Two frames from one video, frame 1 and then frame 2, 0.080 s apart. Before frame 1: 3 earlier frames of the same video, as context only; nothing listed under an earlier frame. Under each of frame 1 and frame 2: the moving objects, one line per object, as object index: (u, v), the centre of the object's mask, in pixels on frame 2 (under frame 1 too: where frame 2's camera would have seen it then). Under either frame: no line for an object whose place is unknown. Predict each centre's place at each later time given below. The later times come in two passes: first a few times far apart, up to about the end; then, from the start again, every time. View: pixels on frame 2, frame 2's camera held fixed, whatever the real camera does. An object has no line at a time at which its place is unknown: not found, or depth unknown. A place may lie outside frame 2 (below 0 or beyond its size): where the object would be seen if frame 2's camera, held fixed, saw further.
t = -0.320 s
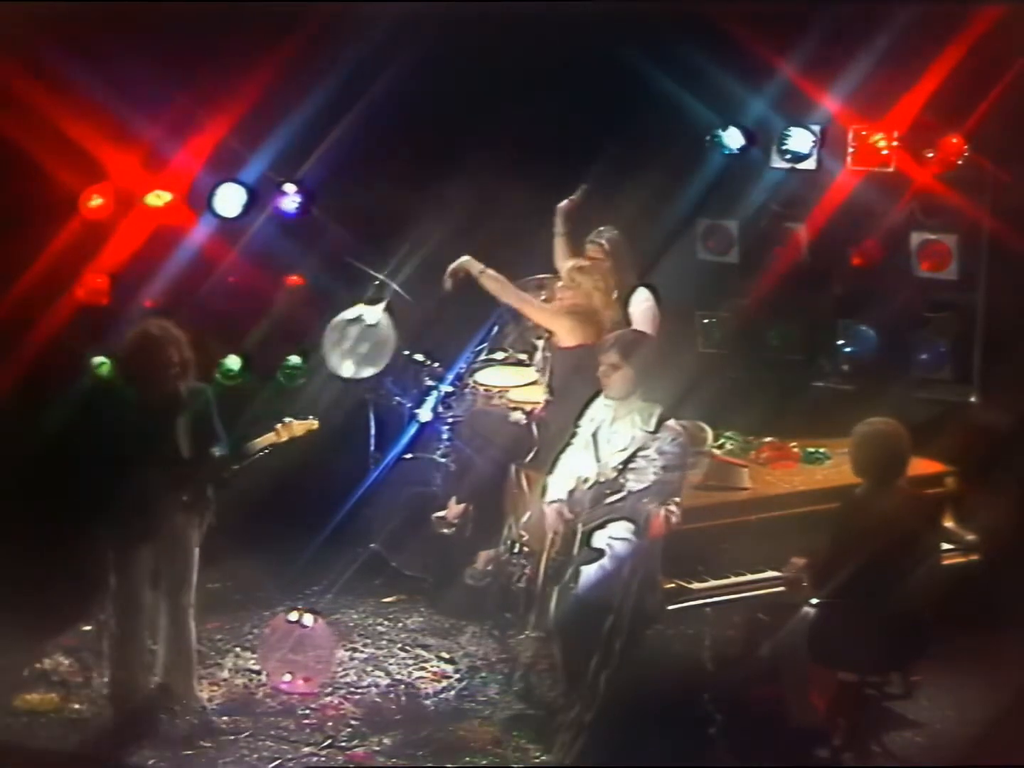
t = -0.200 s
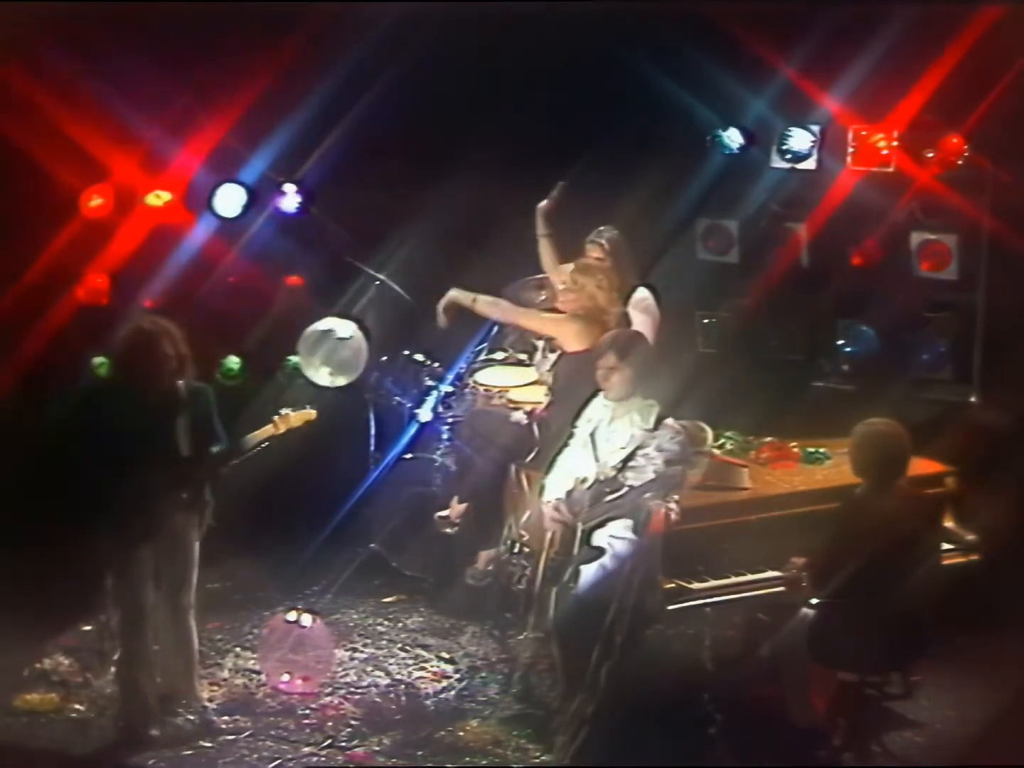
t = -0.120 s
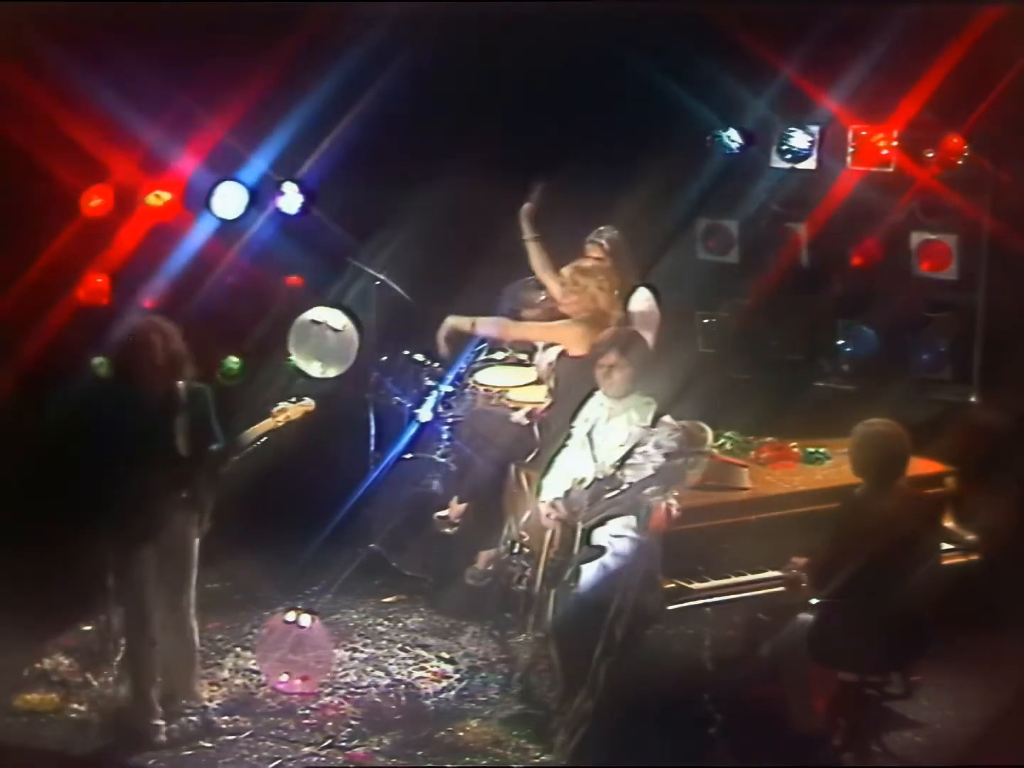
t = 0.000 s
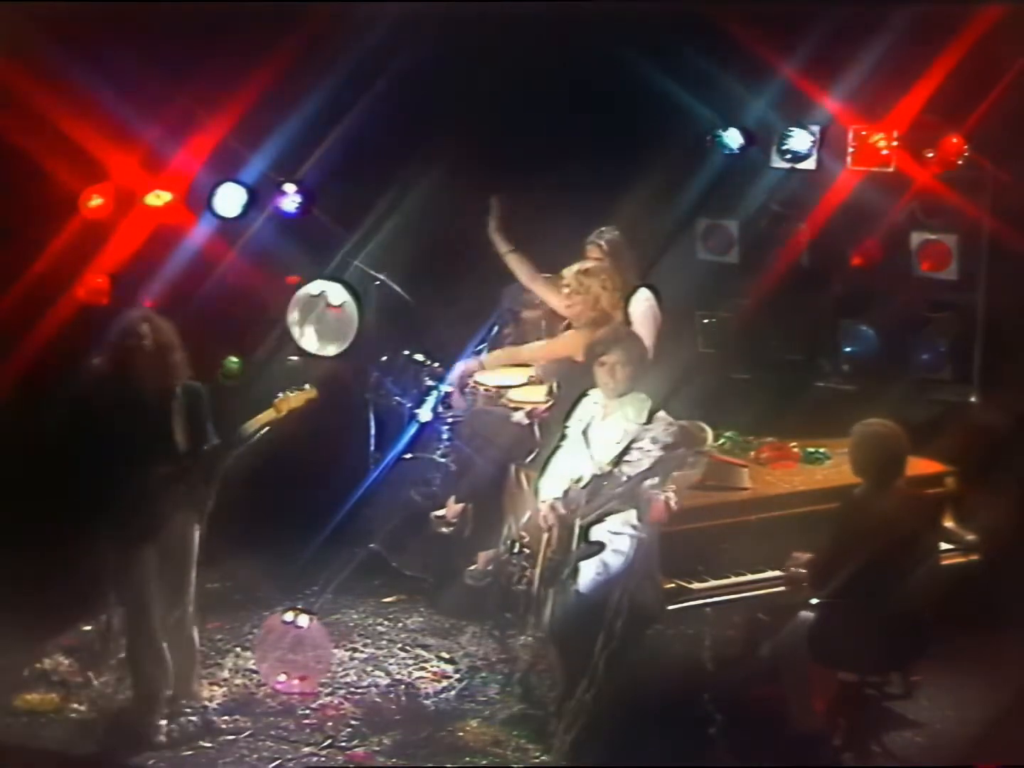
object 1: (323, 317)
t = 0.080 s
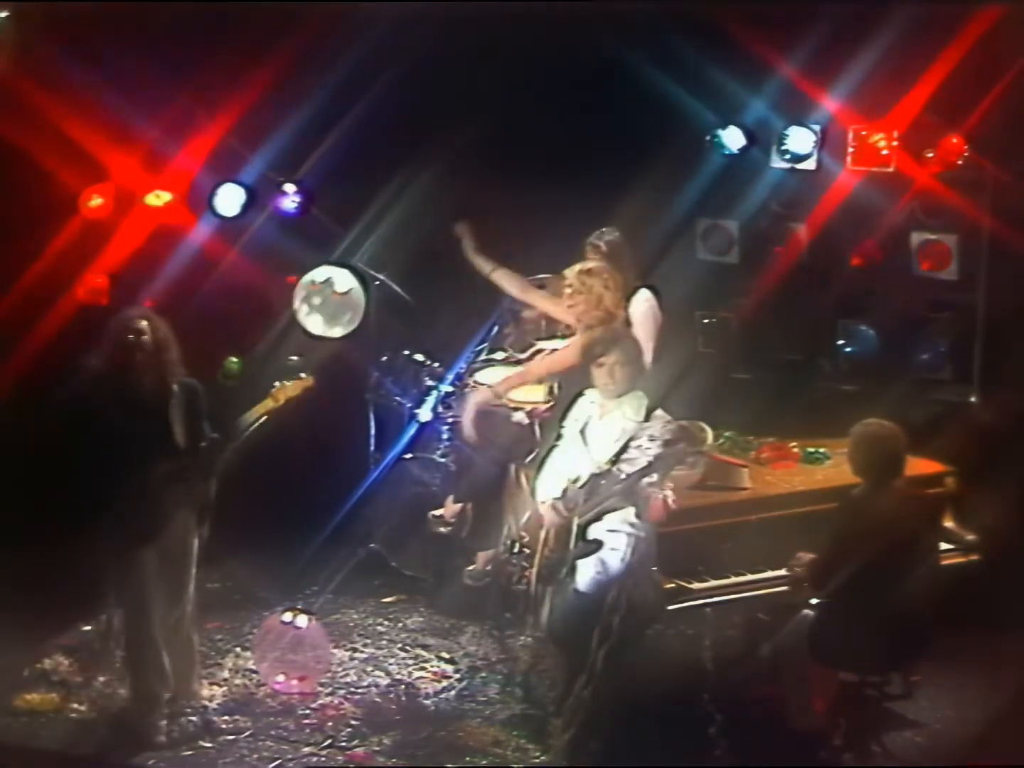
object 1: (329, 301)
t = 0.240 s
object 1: (349, 262)
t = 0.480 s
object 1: (418, 231)
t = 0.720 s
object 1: (482, 219)
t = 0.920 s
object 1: (512, 223)
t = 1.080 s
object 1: (520, 225)
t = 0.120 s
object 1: (333, 293)
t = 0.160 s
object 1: (338, 283)
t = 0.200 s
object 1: (343, 272)
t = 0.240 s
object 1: (349, 262)
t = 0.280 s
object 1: (358, 254)
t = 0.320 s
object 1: (369, 251)
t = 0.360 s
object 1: (382, 247)
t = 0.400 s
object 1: (394, 243)
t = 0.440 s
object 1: (406, 238)
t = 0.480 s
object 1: (418, 231)
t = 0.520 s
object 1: (430, 224)
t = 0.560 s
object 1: (441, 218)
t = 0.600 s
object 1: (452, 218)
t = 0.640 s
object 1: (463, 220)
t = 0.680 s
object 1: (473, 220)
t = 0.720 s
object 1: (482, 219)
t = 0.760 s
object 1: (491, 218)
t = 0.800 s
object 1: (498, 218)
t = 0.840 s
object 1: (503, 220)
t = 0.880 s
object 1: (508, 222)
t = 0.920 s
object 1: (512, 223)
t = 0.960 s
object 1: (516, 223)
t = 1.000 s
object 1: (518, 223)
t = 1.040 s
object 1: (519, 224)
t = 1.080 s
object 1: (520, 225)
